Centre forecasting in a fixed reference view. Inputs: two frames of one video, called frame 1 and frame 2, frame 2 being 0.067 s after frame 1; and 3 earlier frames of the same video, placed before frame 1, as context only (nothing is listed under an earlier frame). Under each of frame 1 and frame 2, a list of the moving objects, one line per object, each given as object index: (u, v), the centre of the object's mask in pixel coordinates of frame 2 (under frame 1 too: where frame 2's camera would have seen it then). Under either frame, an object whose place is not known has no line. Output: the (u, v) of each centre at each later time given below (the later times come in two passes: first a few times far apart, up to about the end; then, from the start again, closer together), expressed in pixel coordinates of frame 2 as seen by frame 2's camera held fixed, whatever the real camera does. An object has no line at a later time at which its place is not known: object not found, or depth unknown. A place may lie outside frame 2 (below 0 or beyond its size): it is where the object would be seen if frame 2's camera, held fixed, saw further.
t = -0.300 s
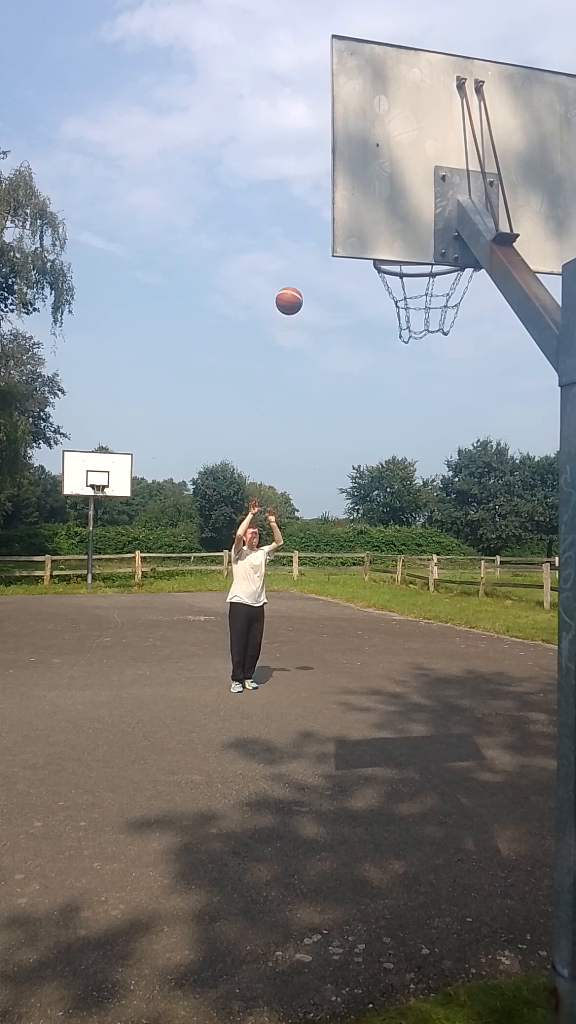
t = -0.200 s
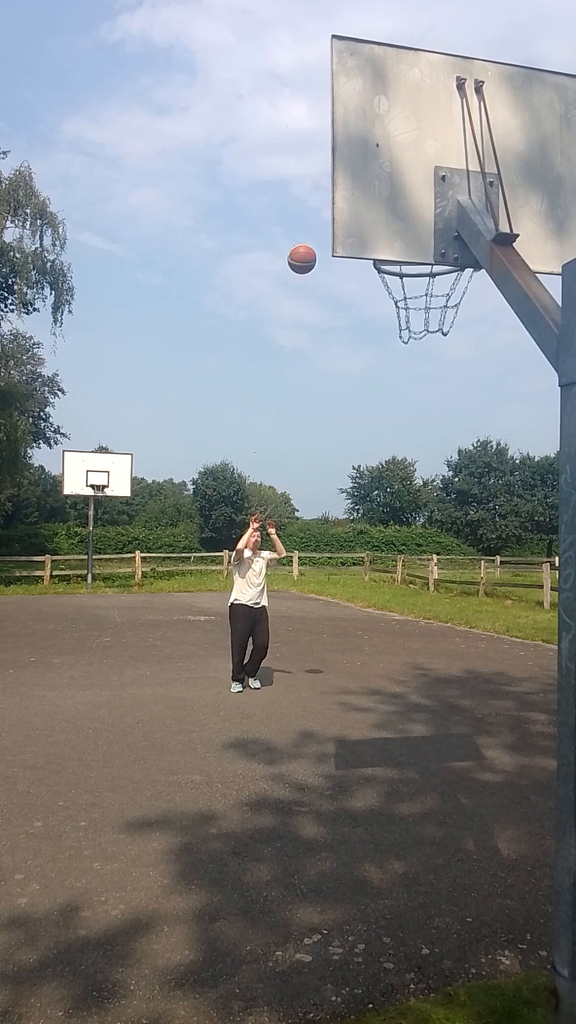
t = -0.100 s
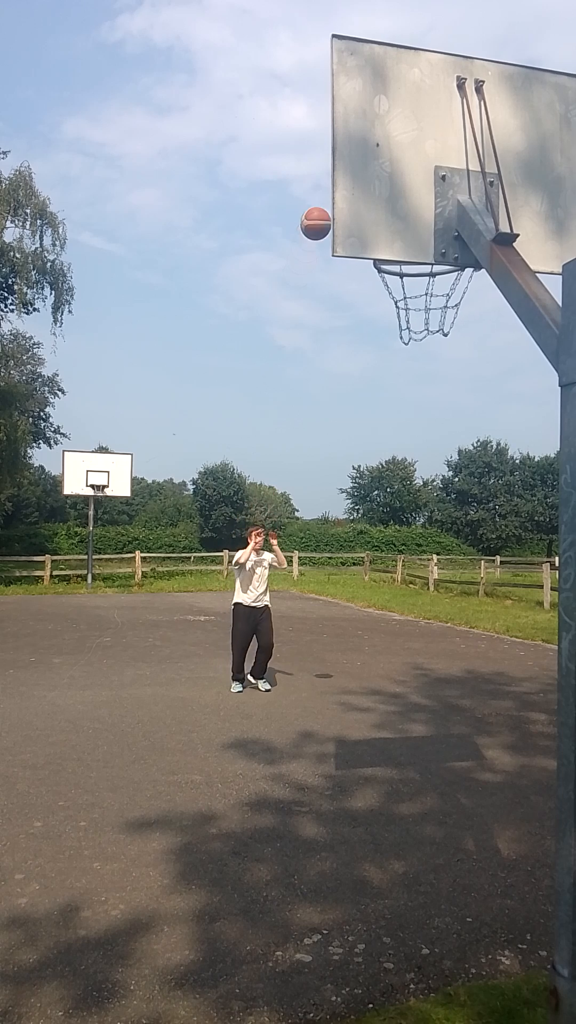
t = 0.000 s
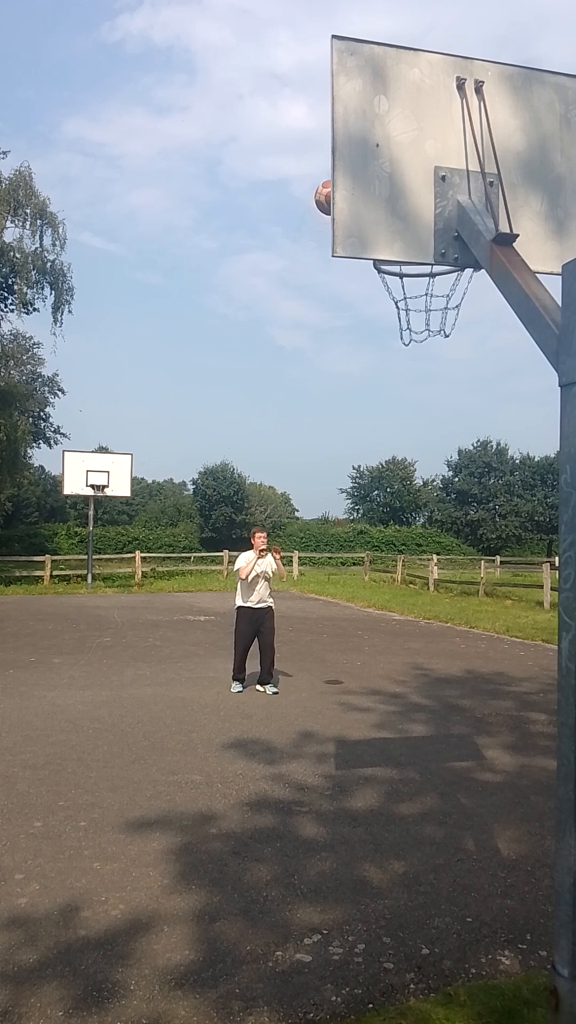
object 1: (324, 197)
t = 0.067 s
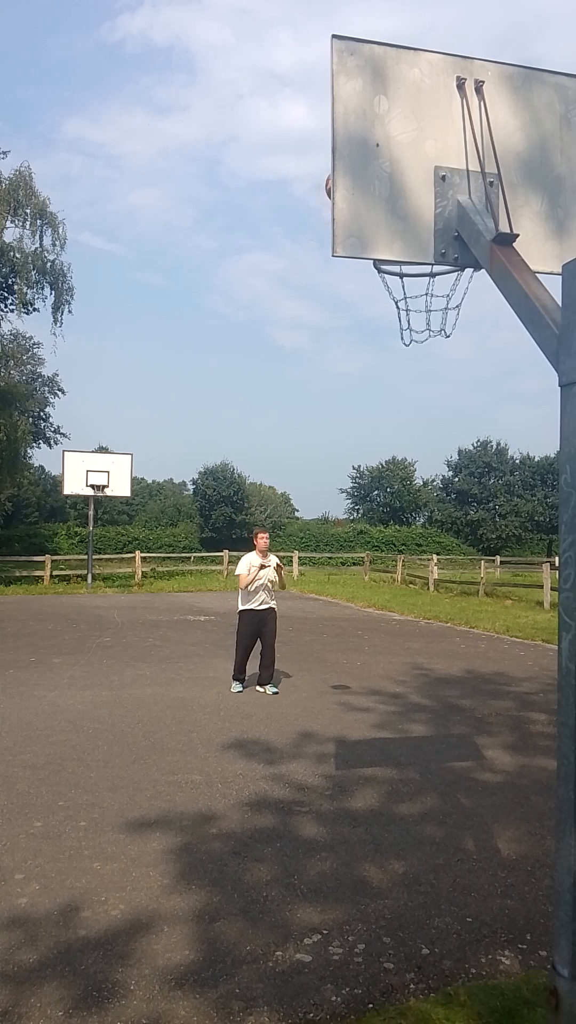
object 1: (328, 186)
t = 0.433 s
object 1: (427, 269)
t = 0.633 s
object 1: (448, 283)
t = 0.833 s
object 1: (434, 314)
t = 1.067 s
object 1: (420, 388)
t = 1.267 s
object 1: (408, 520)
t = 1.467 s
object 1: (397, 710)
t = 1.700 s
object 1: (378, 696)
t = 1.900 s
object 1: (355, 582)
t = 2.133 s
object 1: (330, 537)
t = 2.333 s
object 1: (307, 570)
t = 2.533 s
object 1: (284, 663)
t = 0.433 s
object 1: (427, 269)
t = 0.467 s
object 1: (438, 280)
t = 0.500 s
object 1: (446, 288)
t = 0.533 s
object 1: (450, 289)
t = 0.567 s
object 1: (452, 286)
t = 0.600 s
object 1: (452, 282)
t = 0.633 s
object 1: (448, 283)
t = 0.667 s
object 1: (444, 285)
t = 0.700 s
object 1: (441, 288)
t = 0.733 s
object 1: (439, 293)
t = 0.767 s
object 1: (437, 300)
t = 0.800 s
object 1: (436, 307)
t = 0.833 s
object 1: (434, 314)
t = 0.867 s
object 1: (432, 321)
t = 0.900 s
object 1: (430, 327)
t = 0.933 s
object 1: (428, 336)
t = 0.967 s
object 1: (426, 346)
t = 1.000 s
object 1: (424, 358)
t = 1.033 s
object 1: (422, 372)
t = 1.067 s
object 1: (420, 388)
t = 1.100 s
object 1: (418, 406)
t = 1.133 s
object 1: (416, 425)
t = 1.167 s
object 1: (414, 447)
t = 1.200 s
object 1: (412, 469)
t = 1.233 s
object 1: (410, 493)
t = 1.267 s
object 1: (408, 520)
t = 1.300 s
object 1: (406, 548)
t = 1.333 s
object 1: (404, 577)
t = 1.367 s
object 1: (402, 608)
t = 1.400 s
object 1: (400, 639)
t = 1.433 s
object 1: (398, 674)
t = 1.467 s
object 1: (397, 710)
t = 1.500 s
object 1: (395, 747)
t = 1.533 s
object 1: (393, 785)
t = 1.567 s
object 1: (391, 816)
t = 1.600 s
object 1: (388, 783)
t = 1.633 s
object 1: (384, 752)
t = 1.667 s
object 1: (381, 723)
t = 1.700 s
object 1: (378, 696)
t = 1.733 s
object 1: (374, 672)
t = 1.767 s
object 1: (370, 650)
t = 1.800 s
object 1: (367, 629)
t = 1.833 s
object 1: (363, 612)
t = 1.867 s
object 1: (359, 596)
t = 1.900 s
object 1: (355, 582)
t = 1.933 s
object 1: (352, 570)
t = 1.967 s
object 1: (348, 560)
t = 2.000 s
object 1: (345, 552)
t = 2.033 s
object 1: (341, 545)
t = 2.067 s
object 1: (337, 541)
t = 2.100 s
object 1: (334, 538)
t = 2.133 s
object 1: (330, 537)
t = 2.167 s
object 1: (326, 538)
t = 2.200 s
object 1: (322, 541)
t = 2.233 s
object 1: (318, 546)
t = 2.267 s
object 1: (314, 552)
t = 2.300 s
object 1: (311, 560)
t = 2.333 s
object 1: (307, 570)
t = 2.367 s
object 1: (303, 582)
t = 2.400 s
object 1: (299, 595)
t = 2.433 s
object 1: (295, 609)
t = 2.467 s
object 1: (292, 625)
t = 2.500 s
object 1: (288, 643)
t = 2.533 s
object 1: (284, 663)
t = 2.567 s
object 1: (280, 684)
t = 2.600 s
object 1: (277, 707)
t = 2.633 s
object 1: (273, 731)
